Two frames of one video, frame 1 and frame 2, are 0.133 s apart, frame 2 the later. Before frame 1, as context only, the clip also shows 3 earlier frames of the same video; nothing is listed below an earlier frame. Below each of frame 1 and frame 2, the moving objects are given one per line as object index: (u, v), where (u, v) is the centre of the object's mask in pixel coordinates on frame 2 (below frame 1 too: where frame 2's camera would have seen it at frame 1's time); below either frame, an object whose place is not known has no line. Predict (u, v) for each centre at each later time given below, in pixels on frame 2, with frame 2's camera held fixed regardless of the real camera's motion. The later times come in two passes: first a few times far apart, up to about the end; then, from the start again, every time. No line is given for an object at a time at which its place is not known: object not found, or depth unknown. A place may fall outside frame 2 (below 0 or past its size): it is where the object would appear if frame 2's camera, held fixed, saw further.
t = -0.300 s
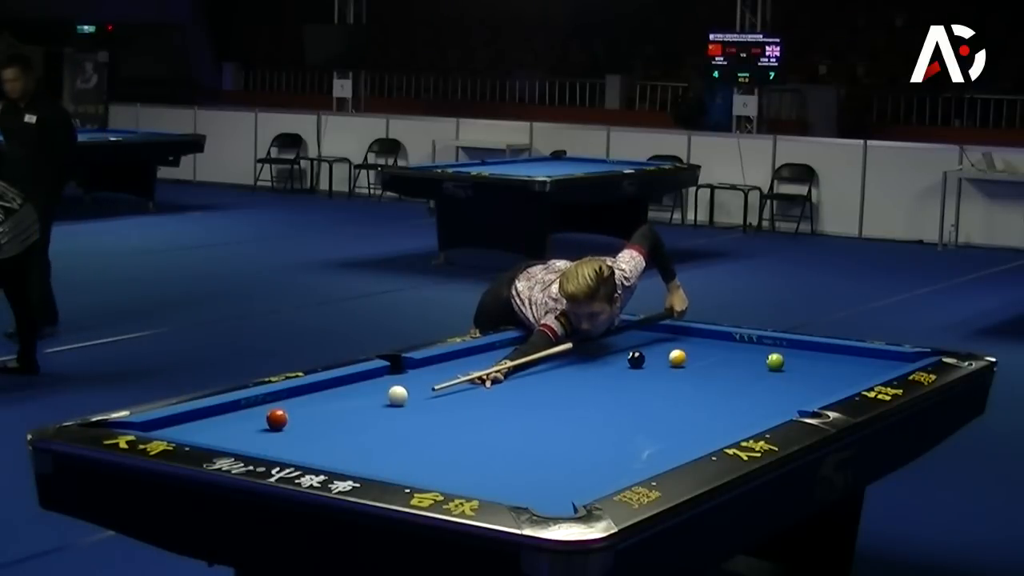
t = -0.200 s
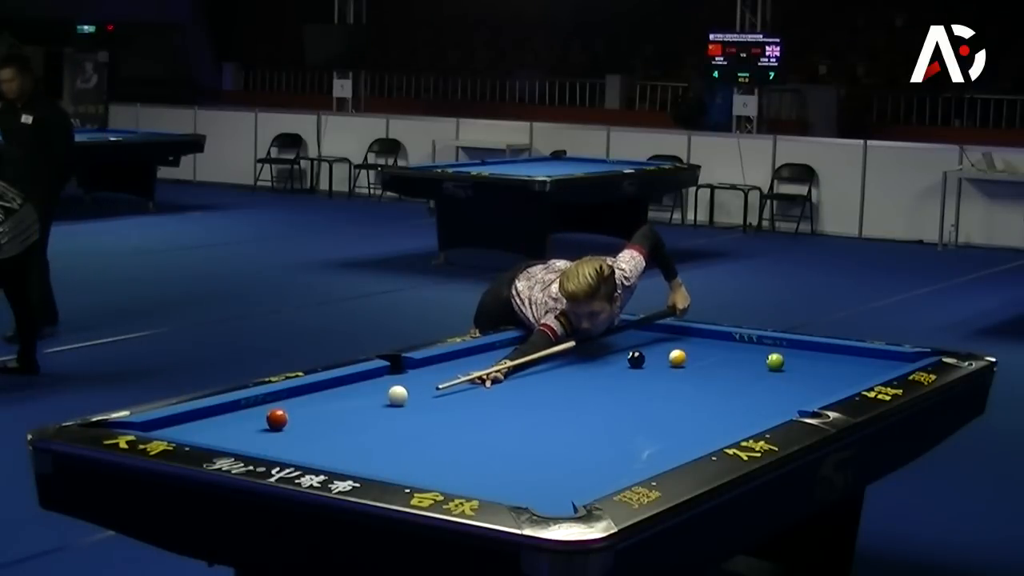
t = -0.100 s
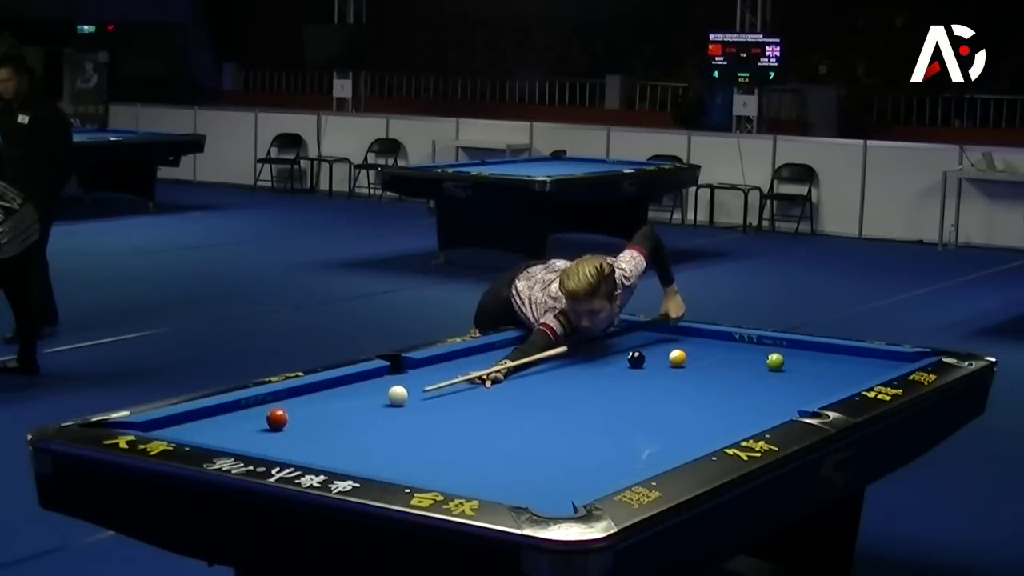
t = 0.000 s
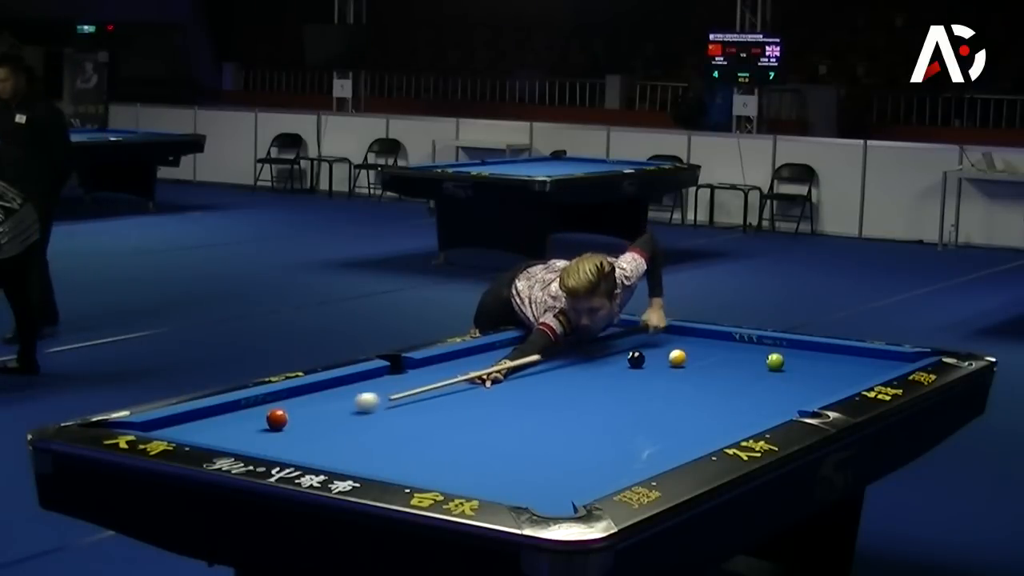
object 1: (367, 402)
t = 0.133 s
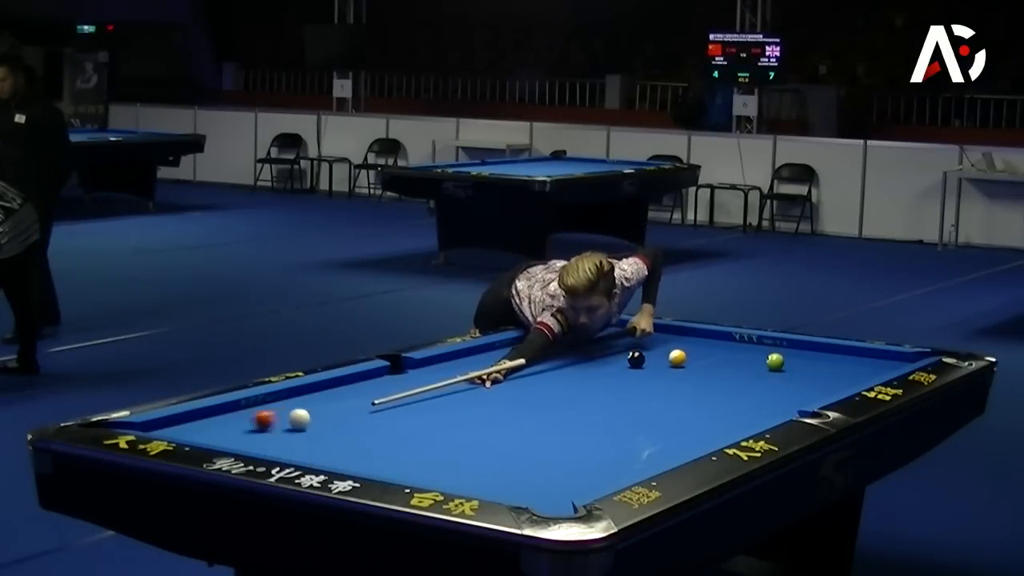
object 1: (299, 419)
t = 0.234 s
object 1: (308, 427)
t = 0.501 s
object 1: (327, 446)
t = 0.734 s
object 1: (344, 461)
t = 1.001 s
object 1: (398, 471)
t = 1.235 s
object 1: (464, 478)
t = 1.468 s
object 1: (527, 482)
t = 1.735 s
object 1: (598, 481)
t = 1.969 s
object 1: (596, 476)
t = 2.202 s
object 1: (589, 466)
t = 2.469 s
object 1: (581, 456)
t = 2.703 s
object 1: (575, 448)
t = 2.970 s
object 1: (569, 440)
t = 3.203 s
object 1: (564, 434)
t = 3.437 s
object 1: (559, 428)
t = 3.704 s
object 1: (553, 422)
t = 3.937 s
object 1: (549, 417)
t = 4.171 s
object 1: (545, 412)
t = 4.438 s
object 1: (541, 408)
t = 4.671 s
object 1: (537, 404)
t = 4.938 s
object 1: (534, 401)
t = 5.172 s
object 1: (530, 398)
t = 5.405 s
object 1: (527, 396)
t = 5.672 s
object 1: (524, 393)
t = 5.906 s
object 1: (522, 391)
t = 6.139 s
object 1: (520, 389)
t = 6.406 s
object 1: (518, 388)
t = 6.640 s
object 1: (517, 387)
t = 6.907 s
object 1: (516, 386)
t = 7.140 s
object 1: (515, 386)
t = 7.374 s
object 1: (515, 386)
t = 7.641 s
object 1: (515, 386)
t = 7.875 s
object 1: (515, 386)
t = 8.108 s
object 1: (515, 386)
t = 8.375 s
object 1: (515, 386)
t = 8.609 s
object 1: (515, 386)
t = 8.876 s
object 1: (515, 386)
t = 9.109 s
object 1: (515, 386)
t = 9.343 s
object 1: (515, 386)
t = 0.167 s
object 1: (303, 422)
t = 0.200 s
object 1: (306, 425)
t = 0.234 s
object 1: (308, 427)
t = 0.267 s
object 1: (311, 430)
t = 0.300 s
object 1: (313, 432)
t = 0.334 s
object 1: (315, 434)
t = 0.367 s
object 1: (318, 437)
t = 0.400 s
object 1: (320, 439)
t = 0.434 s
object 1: (322, 442)
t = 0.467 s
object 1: (324, 444)
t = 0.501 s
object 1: (327, 446)
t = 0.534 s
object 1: (329, 449)
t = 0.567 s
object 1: (331, 451)
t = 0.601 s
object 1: (334, 454)
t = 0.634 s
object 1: (336, 456)
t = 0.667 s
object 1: (339, 457)
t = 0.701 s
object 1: (341, 459)
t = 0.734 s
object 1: (344, 461)
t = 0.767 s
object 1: (346, 462)
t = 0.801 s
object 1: (349, 464)
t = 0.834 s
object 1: (351, 466)
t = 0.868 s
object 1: (360, 467)
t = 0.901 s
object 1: (370, 467)
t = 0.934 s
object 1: (380, 468)
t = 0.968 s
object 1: (389, 469)
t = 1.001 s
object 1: (398, 471)
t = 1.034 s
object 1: (408, 472)
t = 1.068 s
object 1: (417, 473)
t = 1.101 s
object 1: (426, 474)
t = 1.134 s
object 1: (436, 475)
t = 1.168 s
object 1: (445, 476)
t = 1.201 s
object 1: (455, 477)
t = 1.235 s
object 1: (464, 478)
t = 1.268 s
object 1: (473, 479)
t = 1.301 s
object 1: (482, 479)
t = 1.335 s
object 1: (491, 480)
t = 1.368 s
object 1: (500, 480)
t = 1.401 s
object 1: (509, 481)
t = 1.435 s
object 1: (519, 481)
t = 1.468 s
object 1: (527, 482)
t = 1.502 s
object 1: (537, 482)
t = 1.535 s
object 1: (545, 483)
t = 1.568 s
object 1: (555, 483)
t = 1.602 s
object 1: (563, 484)
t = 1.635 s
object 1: (572, 484)
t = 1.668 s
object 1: (581, 484)
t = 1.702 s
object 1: (590, 482)
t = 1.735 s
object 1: (598, 481)
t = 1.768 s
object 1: (602, 480)
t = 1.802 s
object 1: (600, 479)
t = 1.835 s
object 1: (600, 479)
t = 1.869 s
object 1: (599, 478)
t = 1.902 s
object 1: (598, 477)
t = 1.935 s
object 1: (596, 477)
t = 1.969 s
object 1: (596, 476)
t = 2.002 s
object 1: (595, 475)
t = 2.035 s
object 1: (594, 473)
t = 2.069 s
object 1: (593, 472)
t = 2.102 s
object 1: (592, 470)
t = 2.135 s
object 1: (591, 469)
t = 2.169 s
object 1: (590, 467)
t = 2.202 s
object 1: (589, 466)
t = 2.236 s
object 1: (588, 465)
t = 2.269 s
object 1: (587, 464)
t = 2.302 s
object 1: (586, 462)
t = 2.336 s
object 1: (585, 461)
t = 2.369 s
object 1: (584, 460)
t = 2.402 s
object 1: (583, 459)
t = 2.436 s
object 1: (583, 457)
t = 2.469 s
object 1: (581, 456)
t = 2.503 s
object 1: (581, 455)
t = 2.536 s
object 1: (580, 454)
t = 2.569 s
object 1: (579, 453)
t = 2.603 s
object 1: (578, 452)
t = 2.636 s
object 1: (577, 451)
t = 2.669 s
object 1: (576, 449)
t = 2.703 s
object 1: (575, 448)
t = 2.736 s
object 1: (575, 447)
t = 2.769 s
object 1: (574, 446)
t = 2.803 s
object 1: (573, 445)
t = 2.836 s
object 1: (572, 444)
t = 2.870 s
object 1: (572, 443)
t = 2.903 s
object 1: (571, 442)
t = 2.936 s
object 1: (570, 441)
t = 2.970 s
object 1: (569, 440)
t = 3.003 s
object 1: (569, 439)
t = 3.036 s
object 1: (568, 438)
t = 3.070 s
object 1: (567, 437)
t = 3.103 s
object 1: (566, 436)
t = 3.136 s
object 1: (565, 435)
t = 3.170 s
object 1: (565, 435)
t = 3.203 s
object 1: (564, 434)
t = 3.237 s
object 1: (563, 433)
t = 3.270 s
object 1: (562, 432)
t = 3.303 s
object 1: (562, 431)
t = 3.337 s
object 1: (561, 430)
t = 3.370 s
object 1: (560, 429)
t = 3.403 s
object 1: (559, 429)
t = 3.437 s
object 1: (559, 428)
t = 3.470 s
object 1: (558, 427)
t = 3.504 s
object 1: (557, 426)
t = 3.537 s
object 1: (556, 426)
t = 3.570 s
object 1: (556, 425)
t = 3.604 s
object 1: (555, 424)
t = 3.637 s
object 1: (555, 423)
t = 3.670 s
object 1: (554, 422)
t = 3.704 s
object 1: (553, 422)
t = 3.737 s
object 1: (553, 421)
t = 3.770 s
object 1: (552, 420)
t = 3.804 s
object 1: (551, 420)
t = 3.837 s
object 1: (551, 419)
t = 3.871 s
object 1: (550, 418)
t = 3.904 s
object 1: (550, 418)
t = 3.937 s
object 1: (549, 417)
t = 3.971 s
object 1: (548, 416)
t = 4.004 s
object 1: (548, 416)
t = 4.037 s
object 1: (547, 415)
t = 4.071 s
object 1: (547, 414)
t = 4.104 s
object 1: (546, 414)
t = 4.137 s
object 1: (546, 413)
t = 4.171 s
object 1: (545, 412)
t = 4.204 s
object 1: (545, 412)
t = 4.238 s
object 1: (544, 411)
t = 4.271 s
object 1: (544, 411)
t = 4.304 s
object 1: (543, 410)
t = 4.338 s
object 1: (543, 409)
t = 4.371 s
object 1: (542, 409)
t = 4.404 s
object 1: (541, 408)
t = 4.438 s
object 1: (541, 408)
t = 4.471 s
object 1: (540, 407)
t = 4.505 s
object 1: (540, 407)
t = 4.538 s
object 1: (539, 406)
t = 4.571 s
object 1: (539, 406)
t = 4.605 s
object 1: (538, 405)
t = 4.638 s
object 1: (537, 405)
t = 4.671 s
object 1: (537, 404)
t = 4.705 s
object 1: (536, 404)
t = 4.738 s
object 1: (536, 403)
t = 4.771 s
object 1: (536, 403)
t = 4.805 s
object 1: (535, 403)
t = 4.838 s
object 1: (535, 402)
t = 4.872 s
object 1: (534, 402)
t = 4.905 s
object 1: (534, 401)
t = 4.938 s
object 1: (534, 401)
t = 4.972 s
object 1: (533, 400)
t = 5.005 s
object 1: (533, 400)
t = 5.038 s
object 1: (532, 399)
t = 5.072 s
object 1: (532, 399)
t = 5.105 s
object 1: (531, 399)
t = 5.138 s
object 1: (531, 398)
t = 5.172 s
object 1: (530, 398)
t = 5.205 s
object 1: (530, 397)
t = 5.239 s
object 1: (529, 397)
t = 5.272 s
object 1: (529, 397)
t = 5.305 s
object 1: (529, 396)
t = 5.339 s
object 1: (528, 396)
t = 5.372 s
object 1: (528, 396)
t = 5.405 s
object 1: (527, 396)
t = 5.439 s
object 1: (527, 395)
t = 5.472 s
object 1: (527, 395)
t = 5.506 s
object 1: (526, 394)
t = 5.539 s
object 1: (526, 394)
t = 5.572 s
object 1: (525, 394)
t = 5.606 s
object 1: (525, 393)
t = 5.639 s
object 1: (525, 393)
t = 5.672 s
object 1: (524, 393)
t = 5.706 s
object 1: (524, 392)
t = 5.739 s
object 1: (524, 392)
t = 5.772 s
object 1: (523, 392)
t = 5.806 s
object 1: (523, 392)
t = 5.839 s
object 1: (523, 391)
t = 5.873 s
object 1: (522, 391)
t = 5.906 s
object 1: (522, 391)
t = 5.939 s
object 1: (522, 391)
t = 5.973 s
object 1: (522, 390)
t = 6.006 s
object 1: (521, 390)
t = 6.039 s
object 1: (521, 390)
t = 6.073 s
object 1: (521, 390)
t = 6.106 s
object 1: (521, 389)
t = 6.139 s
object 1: (520, 389)
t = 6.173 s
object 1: (520, 389)
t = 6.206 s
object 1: (520, 389)
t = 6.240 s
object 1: (519, 389)
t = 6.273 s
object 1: (520, 389)
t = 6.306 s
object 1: (519, 388)
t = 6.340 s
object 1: (519, 389)
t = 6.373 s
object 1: (519, 388)
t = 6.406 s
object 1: (518, 388)
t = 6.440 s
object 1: (518, 388)
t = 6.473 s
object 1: (518, 388)
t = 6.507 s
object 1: (518, 388)
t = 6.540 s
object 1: (518, 387)
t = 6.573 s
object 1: (518, 387)
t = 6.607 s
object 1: (518, 387)
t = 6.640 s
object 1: (517, 387)
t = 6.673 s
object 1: (517, 387)
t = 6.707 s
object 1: (517, 387)
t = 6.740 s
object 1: (517, 387)
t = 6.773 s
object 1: (517, 387)
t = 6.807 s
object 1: (517, 386)
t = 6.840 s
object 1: (516, 386)
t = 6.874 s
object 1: (516, 386)
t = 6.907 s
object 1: (516, 386)
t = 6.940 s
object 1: (516, 386)
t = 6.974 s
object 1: (516, 386)
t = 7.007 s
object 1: (515, 386)
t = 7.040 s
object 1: (515, 386)
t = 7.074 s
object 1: (515, 386)
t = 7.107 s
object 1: (515, 386)
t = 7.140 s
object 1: (515, 386)
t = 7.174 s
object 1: (515, 386)
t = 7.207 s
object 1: (515, 386)
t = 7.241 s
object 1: (515, 386)
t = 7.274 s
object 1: (515, 386)
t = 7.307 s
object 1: (515, 386)
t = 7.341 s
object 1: (515, 386)
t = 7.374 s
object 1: (515, 386)
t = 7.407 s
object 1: (515, 386)
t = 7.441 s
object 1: (515, 386)
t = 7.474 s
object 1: (515, 386)
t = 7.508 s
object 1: (515, 386)
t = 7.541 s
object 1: (515, 386)
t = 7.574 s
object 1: (515, 386)
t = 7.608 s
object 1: (515, 386)
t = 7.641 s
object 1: (515, 386)
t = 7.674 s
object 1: (515, 386)
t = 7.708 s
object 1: (515, 386)
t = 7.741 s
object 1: (515, 386)
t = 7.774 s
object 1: (515, 386)
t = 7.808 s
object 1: (515, 386)
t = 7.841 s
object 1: (515, 386)
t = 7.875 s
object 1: (515, 386)
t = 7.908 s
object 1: (515, 386)
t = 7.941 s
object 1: (515, 386)
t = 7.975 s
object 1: (515, 386)
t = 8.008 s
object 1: (515, 386)
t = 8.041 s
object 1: (515, 386)
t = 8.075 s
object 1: (515, 386)
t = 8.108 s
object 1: (515, 386)
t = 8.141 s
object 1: (515, 386)
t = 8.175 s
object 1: (515, 386)
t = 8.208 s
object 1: (515, 386)
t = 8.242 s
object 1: (515, 386)
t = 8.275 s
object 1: (515, 386)
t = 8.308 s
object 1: (515, 386)
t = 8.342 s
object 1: (515, 386)
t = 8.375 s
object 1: (515, 386)
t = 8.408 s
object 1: (515, 386)
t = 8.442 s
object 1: (515, 386)
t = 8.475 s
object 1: (515, 386)
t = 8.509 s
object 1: (515, 386)
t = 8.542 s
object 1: (515, 386)
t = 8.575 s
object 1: (515, 386)
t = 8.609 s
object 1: (515, 386)
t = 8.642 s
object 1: (515, 386)
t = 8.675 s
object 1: (515, 386)
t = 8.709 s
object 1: (515, 386)
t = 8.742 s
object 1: (515, 386)
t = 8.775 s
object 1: (515, 386)
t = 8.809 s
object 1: (515, 386)
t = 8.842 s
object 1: (515, 386)
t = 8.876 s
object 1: (515, 386)
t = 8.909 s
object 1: (515, 386)
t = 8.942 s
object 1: (515, 386)
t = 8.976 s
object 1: (515, 386)
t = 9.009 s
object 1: (515, 386)
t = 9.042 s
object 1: (515, 386)
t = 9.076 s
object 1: (515, 386)
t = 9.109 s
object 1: (515, 386)
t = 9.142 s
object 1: (515, 386)
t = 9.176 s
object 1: (515, 386)
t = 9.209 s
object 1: (515, 386)
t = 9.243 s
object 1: (515, 386)
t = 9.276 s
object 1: (515, 386)
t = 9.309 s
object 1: (515, 386)
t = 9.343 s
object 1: (515, 386)
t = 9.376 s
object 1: (515, 386)
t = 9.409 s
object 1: (515, 386)
